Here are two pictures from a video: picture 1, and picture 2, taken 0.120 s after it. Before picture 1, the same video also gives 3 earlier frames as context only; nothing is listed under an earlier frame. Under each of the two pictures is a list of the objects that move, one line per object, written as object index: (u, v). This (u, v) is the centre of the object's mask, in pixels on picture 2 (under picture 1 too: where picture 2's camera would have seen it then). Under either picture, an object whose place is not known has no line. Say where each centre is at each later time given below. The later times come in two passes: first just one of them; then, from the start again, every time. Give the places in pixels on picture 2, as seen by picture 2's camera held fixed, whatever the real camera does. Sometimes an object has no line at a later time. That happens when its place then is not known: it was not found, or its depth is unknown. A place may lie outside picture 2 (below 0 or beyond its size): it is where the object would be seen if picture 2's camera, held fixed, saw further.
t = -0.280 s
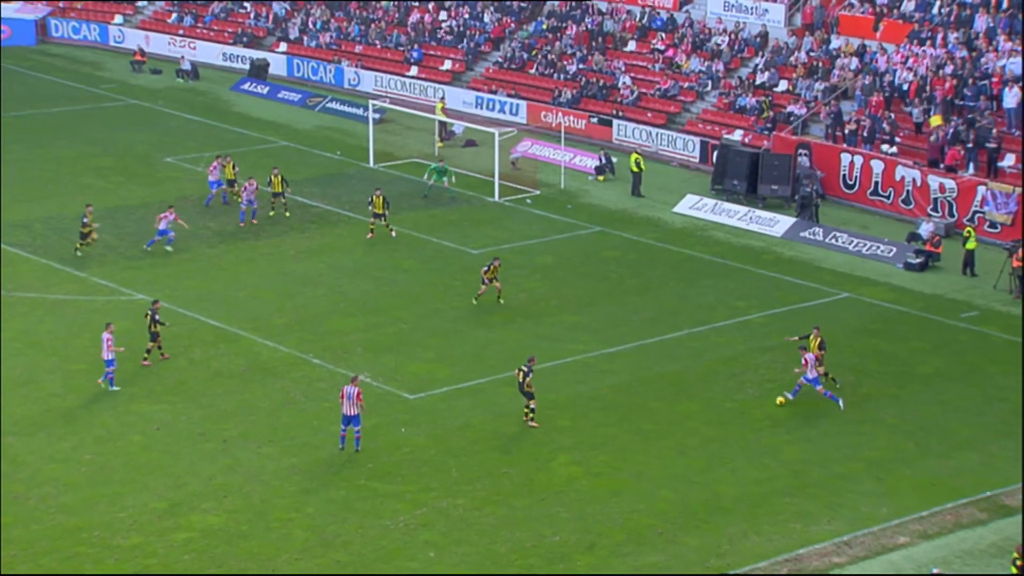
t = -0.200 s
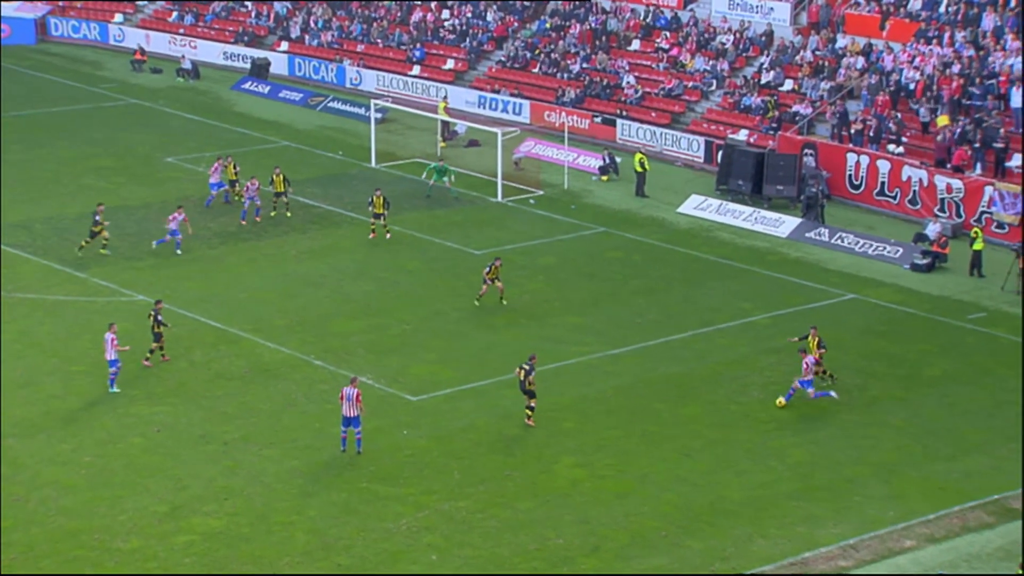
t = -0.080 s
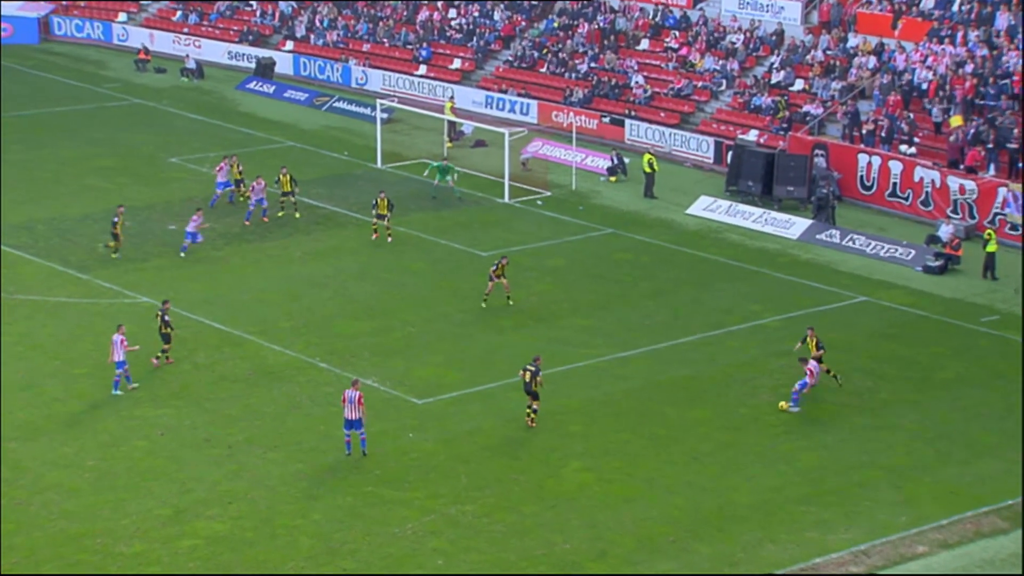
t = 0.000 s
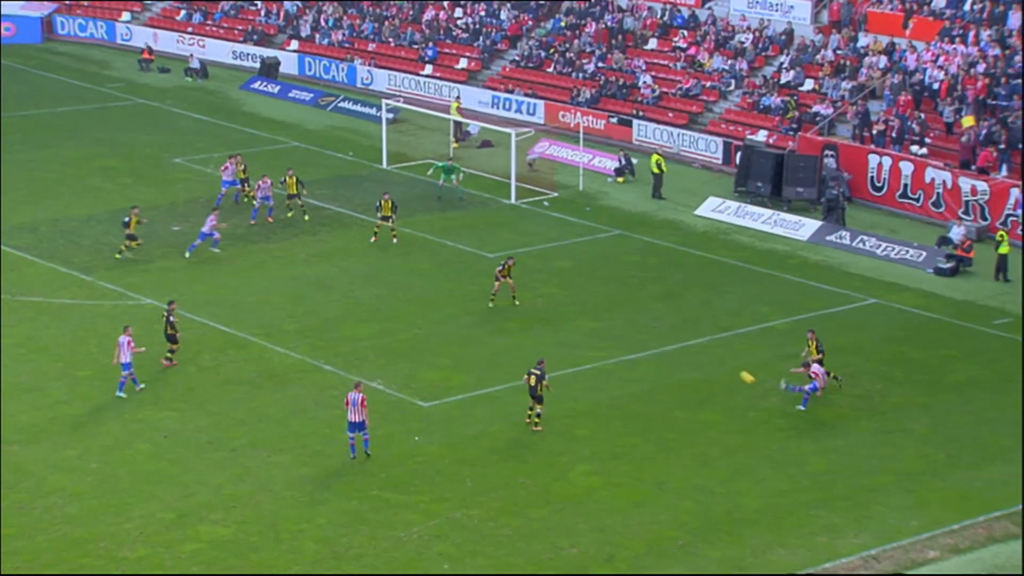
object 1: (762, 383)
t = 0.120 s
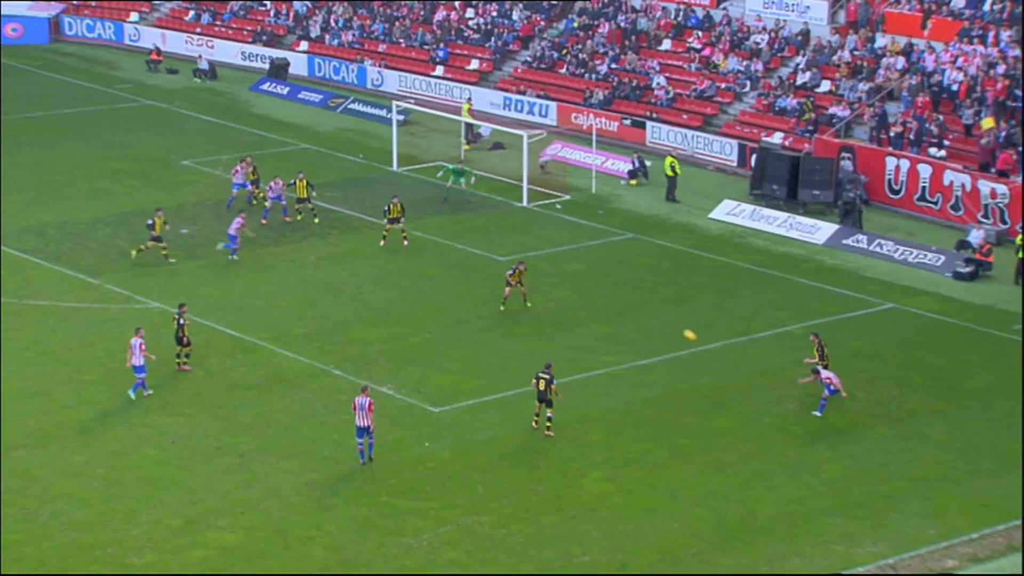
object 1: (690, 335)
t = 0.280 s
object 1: (606, 285)
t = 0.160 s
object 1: (668, 321)
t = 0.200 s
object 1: (647, 308)
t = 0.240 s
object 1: (626, 296)
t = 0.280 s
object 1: (606, 285)
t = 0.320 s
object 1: (588, 275)
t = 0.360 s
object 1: (570, 267)
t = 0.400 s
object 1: (553, 258)
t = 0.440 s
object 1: (536, 251)
